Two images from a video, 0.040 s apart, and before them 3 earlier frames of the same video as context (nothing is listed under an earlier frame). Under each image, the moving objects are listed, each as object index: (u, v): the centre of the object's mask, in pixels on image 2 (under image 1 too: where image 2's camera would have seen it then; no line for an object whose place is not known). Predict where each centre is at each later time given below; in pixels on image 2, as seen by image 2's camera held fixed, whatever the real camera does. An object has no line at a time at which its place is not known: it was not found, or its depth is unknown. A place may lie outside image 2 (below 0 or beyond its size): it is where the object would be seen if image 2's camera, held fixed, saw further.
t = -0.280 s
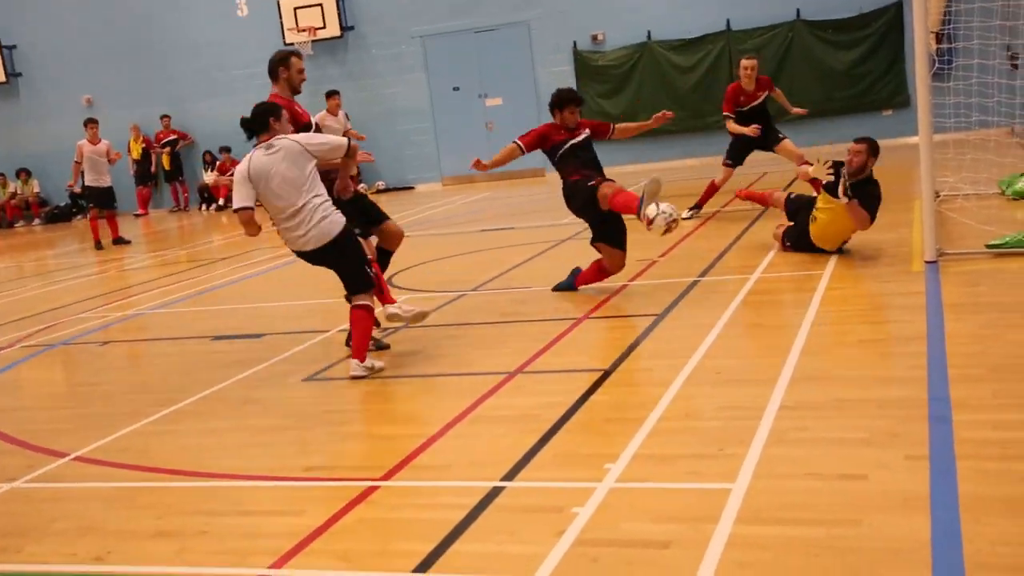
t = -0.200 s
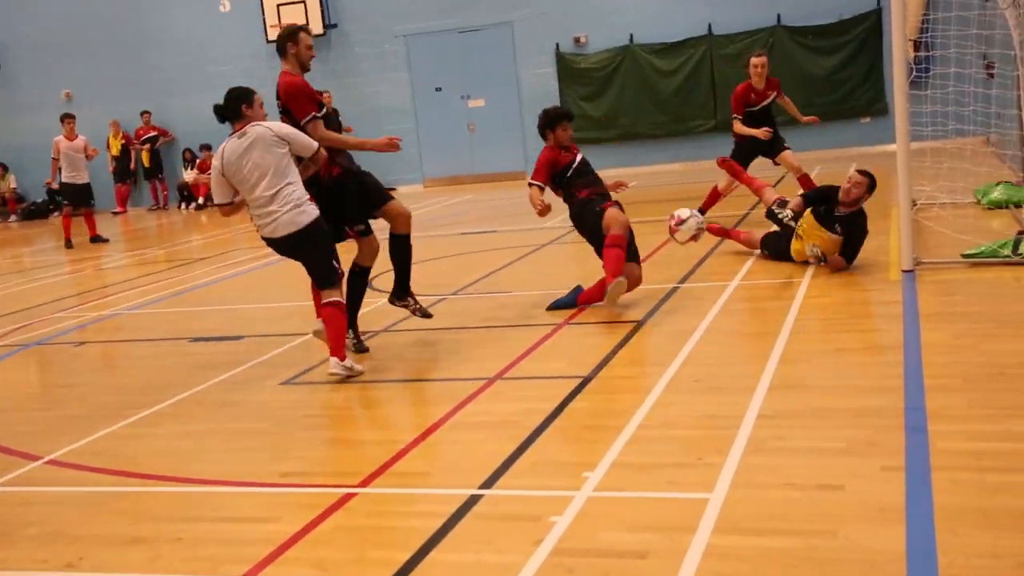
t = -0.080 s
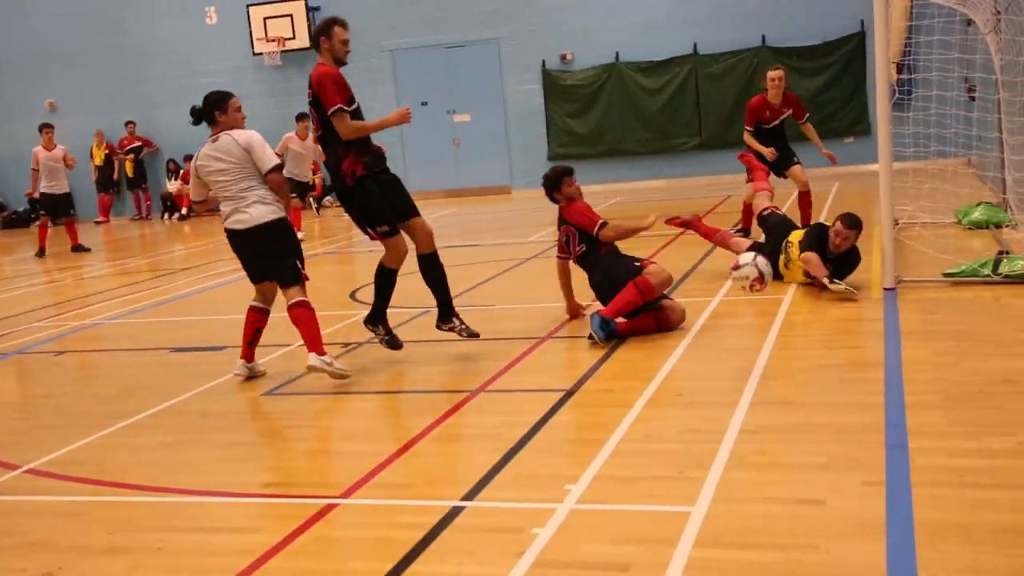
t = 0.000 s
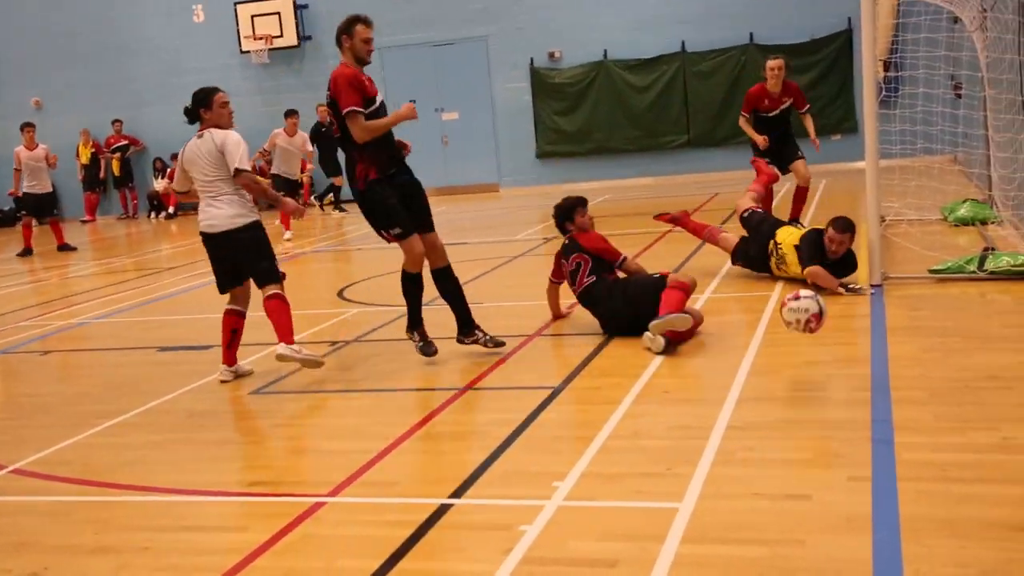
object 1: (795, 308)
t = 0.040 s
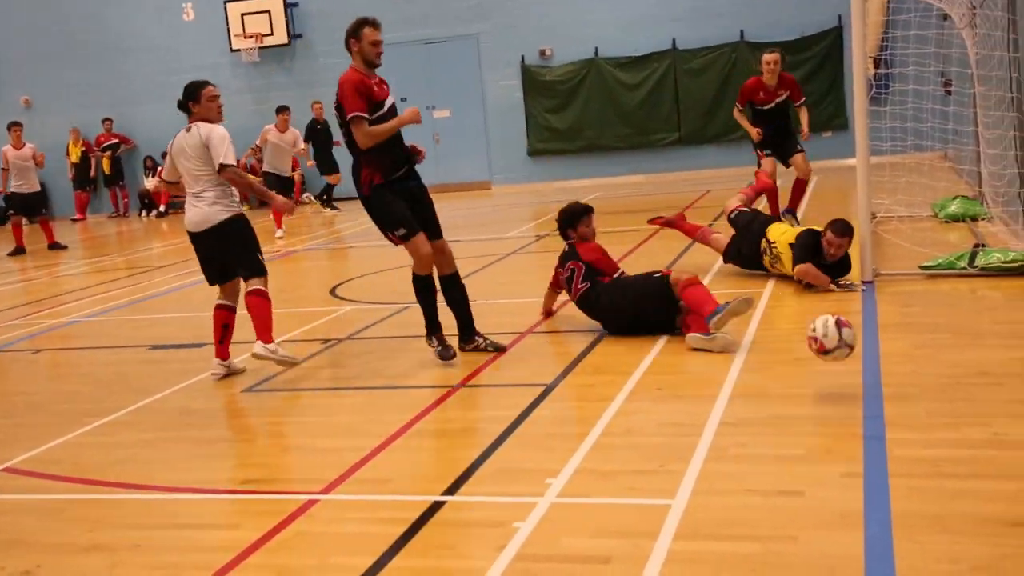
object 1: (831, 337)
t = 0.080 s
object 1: (873, 374)
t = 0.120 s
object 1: (900, 384)
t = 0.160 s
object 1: (920, 379)
